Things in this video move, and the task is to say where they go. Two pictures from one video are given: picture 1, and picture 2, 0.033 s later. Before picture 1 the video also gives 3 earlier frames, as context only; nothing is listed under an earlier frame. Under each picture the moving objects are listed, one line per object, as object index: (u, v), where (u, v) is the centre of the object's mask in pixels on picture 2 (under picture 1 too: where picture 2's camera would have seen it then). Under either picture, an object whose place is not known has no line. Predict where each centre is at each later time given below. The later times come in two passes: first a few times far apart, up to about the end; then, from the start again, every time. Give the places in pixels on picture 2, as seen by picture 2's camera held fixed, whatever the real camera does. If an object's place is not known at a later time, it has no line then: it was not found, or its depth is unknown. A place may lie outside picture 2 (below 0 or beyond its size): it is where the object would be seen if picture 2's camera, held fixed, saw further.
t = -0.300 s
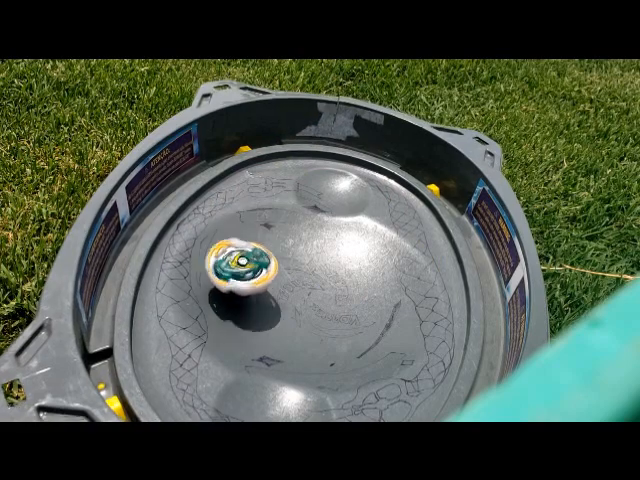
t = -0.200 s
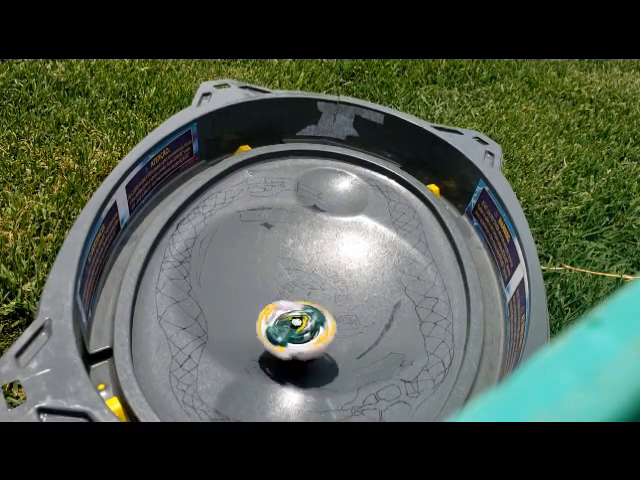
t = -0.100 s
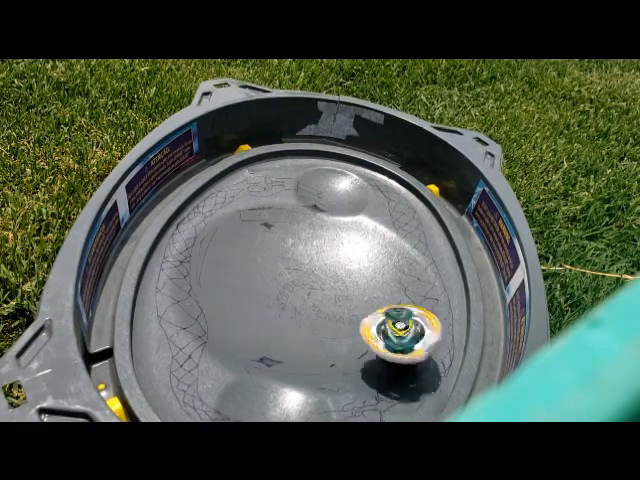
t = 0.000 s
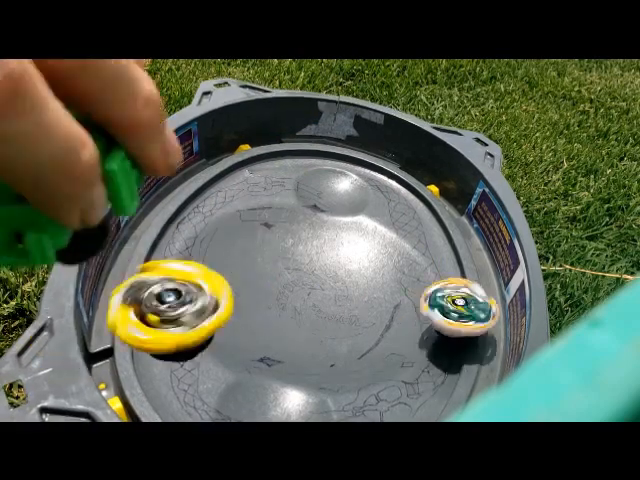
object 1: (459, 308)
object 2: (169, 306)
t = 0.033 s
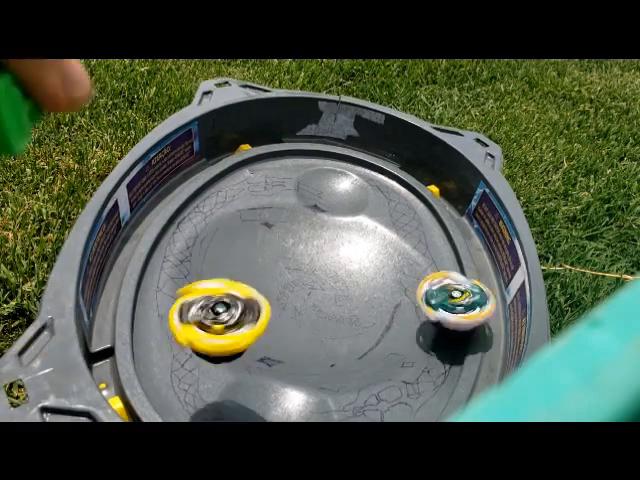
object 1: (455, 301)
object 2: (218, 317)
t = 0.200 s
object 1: (416, 285)
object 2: (378, 195)
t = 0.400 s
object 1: (314, 266)
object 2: (333, 150)
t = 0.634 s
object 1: (261, 315)
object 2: (221, 175)
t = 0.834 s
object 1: (323, 324)
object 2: (180, 238)
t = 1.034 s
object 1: (308, 269)
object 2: (236, 372)
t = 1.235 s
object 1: (243, 250)
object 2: (400, 396)
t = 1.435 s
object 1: (258, 299)
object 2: (435, 348)
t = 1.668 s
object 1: (350, 284)
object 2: (421, 282)
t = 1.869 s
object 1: (270, 221)
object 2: (444, 225)
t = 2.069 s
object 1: (227, 256)
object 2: (415, 236)
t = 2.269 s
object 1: (320, 313)
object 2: (279, 262)
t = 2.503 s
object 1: (420, 287)
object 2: (294, 357)
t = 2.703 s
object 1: (355, 262)
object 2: (295, 391)
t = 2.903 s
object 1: (267, 297)
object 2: (258, 402)
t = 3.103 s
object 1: (228, 304)
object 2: (338, 381)
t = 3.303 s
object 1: (199, 220)
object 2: (367, 400)
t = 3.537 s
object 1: (286, 218)
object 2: (341, 407)
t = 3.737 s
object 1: (340, 274)
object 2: (298, 409)
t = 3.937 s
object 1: (343, 282)
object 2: (283, 369)
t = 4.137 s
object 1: (359, 281)
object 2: (190, 379)
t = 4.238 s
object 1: (347, 284)
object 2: (176, 373)
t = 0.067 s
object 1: (453, 299)
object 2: (250, 337)
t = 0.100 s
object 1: (448, 296)
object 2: (297, 298)
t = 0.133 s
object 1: (442, 286)
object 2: (334, 264)
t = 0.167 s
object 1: (430, 287)
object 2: (359, 228)
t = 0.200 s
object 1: (416, 285)
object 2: (378, 195)
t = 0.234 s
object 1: (399, 279)
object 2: (390, 169)
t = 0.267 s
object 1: (382, 273)
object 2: (394, 156)
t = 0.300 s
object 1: (371, 267)
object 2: (384, 149)
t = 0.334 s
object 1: (350, 264)
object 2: (370, 147)
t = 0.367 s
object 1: (330, 263)
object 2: (354, 148)
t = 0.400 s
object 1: (314, 266)
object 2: (333, 150)
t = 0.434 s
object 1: (297, 269)
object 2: (312, 151)
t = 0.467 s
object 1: (282, 275)
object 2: (290, 155)
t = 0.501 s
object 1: (270, 282)
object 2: (272, 158)
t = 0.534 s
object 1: (263, 290)
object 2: (256, 162)
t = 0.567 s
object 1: (262, 298)
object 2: (241, 164)
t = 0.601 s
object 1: (258, 307)
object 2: (232, 169)
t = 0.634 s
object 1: (261, 315)
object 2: (221, 175)
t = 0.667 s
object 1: (270, 322)
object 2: (213, 182)
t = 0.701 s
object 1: (276, 327)
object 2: (203, 191)
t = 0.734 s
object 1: (288, 331)
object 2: (195, 199)
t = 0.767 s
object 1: (305, 332)
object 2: (189, 210)
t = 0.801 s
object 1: (314, 329)
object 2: (183, 222)
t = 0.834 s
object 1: (323, 324)
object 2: (180, 238)
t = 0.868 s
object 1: (331, 316)
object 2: (180, 261)
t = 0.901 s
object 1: (330, 306)
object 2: (183, 286)
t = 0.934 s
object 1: (328, 296)
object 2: (194, 310)
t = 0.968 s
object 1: (326, 286)
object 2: (208, 334)
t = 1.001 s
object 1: (316, 278)
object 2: (221, 353)
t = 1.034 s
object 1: (308, 269)
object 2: (236, 372)
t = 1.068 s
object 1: (297, 262)
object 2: (256, 393)
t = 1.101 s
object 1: (285, 257)
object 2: (289, 403)
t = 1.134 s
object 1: (273, 251)
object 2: (327, 405)
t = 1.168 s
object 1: (262, 248)
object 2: (360, 405)
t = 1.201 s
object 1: (254, 250)
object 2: (383, 401)
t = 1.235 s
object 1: (243, 250)
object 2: (400, 396)
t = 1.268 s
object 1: (236, 255)
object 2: (410, 390)
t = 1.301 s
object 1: (233, 261)
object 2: (418, 384)
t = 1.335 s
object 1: (231, 270)
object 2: (424, 375)
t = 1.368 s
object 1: (235, 279)
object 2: (428, 366)
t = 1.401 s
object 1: (243, 288)
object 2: (431, 357)
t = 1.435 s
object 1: (258, 299)
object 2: (435, 348)
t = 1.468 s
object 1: (272, 305)
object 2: (437, 340)
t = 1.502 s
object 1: (290, 309)
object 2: (438, 333)
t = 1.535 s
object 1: (307, 308)
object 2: (439, 327)
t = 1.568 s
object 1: (324, 307)
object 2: (438, 319)
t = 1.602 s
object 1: (334, 301)
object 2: (435, 309)
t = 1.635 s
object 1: (343, 293)
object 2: (430, 297)
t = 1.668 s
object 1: (350, 284)
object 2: (421, 282)
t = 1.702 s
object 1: (344, 272)
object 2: (423, 266)
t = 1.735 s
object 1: (327, 255)
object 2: (432, 249)
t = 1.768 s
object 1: (313, 242)
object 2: (435, 236)
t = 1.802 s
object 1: (298, 233)
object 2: (436, 228)
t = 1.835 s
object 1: (284, 226)
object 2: (439, 225)
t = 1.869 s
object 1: (270, 221)
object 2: (444, 225)
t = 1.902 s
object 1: (257, 220)
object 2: (441, 225)
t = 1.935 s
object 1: (246, 221)
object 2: (436, 225)
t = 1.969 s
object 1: (237, 226)
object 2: (433, 229)
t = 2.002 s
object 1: (230, 233)
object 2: (432, 232)
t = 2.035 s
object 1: (226, 244)
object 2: (427, 234)
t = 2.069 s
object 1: (227, 256)
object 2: (415, 236)
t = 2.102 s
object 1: (234, 269)
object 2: (398, 239)
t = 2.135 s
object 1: (245, 282)
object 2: (374, 241)
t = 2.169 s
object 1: (260, 293)
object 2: (350, 242)
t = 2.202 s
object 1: (279, 301)
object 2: (326, 249)
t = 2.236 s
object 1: (299, 306)
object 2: (304, 254)
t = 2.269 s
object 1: (320, 313)
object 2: (279, 262)
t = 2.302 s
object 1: (343, 318)
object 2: (263, 269)
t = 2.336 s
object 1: (364, 319)
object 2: (249, 279)
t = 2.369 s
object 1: (382, 316)
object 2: (243, 292)
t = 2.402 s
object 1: (397, 311)
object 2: (239, 309)
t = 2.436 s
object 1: (409, 304)
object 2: (250, 325)
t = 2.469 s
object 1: (417, 295)
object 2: (273, 340)
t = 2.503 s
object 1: (420, 287)
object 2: (294, 357)
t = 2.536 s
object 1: (419, 279)
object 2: (309, 376)
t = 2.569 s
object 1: (413, 272)
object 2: (314, 391)
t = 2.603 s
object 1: (402, 266)
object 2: (313, 394)
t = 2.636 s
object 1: (388, 262)
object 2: (307, 397)
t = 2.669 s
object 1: (373, 260)
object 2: (301, 396)
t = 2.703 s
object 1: (355, 262)
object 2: (295, 391)
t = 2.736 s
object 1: (337, 265)
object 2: (286, 386)
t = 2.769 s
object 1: (320, 269)
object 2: (278, 384)
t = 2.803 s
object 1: (303, 275)
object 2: (263, 385)
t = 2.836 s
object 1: (289, 282)
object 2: (253, 391)
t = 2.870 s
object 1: (277, 290)
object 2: (249, 397)
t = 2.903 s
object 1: (267, 297)
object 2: (258, 402)
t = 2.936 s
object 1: (259, 306)
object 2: (278, 405)
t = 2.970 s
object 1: (254, 312)
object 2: (301, 405)
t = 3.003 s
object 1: (252, 320)
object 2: (321, 399)
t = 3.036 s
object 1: (254, 327)
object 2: (326, 384)
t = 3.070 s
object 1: (251, 331)
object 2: (325, 369)
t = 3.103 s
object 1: (228, 304)
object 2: (338, 381)
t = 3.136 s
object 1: (210, 284)
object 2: (353, 391)
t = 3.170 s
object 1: (196, 263)
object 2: (367, 400)
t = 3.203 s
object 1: (182, 244)
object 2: (376, 404)
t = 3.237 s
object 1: (179, 231)
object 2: (371, 401)
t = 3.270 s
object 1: (189, 224)
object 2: (370, 400)
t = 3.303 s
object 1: (199, 220)
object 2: (367, 400)
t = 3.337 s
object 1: (211, 213)
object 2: (368, 401)
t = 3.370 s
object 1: (223, 208)
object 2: (367, 402)
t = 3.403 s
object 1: (234, 204)
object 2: (364, 405)
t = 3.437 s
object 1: (247, 206)
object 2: (360, 406)
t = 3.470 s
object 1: (260, 206)
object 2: (354, 406)
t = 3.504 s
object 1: (274, 212)
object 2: (346, 407)
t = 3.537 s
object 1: (286, 218)
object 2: (341, 407)
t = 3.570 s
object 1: (299, 228)
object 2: (335, 409)
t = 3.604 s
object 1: (310, 237)
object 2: (331, 409)
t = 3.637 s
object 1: (319, 245)
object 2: (319, 408)
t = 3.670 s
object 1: (328, 256)
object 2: (313, 409)
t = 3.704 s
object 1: (337, 262)
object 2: (303, 409)
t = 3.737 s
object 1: (340, 274)
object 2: (298, 409)
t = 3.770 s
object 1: (342, 275)
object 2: (292, 407)
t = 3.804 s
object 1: (341, 282)
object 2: (294, 406)
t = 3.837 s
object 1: (342, 286)
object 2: (297, 402)
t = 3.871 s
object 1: (338, 285)
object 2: (301, 395)
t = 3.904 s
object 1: (341, 287)
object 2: (295, 384)
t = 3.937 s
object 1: (343, 282)
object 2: (283, 369)
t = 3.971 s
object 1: (350, 282)
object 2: (267, 362)
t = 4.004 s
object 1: (354, 281)
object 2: (249, 360)
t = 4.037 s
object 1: (357, 280)
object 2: (232, 367)
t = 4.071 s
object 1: (360, 281)
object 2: (214, 376)
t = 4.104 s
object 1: (360, 280)
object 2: (200, 377)
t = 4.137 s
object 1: (359, 281)
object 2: (190, 379)
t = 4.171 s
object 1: (356, 281)
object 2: (182, 376)
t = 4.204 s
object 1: (352, 284)
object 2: (178, 374)
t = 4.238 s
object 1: (347, 284)
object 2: (176, 373)
